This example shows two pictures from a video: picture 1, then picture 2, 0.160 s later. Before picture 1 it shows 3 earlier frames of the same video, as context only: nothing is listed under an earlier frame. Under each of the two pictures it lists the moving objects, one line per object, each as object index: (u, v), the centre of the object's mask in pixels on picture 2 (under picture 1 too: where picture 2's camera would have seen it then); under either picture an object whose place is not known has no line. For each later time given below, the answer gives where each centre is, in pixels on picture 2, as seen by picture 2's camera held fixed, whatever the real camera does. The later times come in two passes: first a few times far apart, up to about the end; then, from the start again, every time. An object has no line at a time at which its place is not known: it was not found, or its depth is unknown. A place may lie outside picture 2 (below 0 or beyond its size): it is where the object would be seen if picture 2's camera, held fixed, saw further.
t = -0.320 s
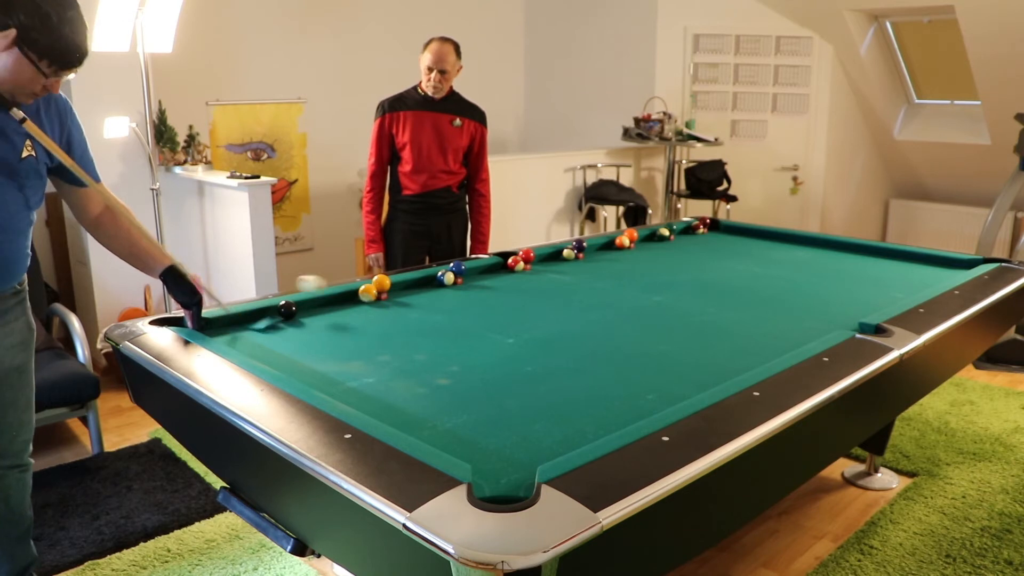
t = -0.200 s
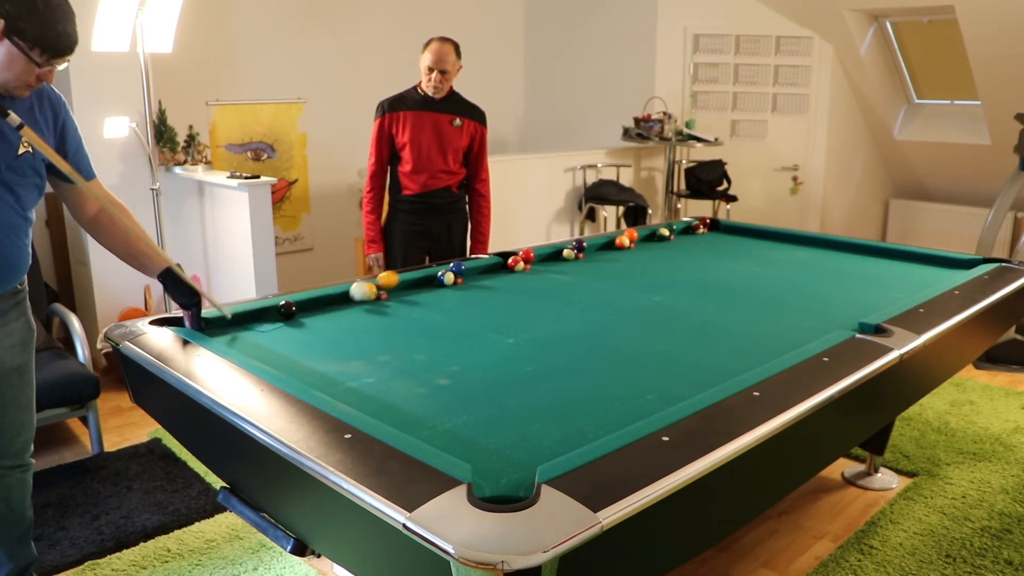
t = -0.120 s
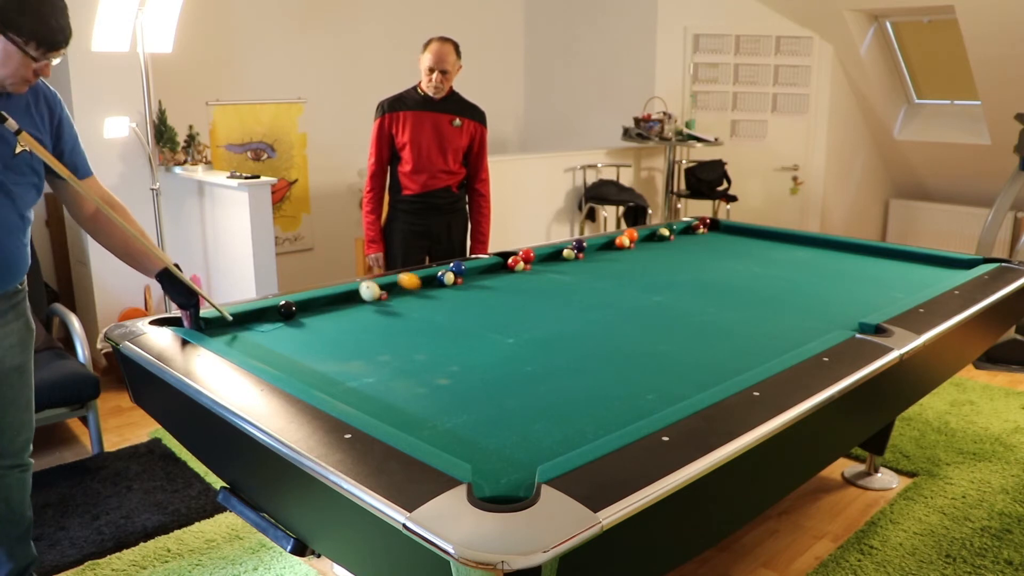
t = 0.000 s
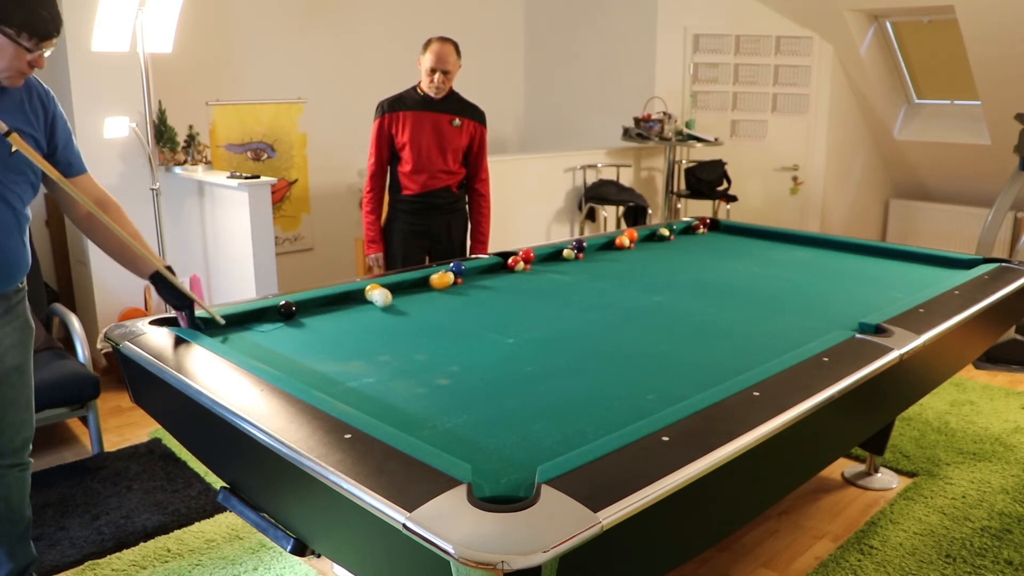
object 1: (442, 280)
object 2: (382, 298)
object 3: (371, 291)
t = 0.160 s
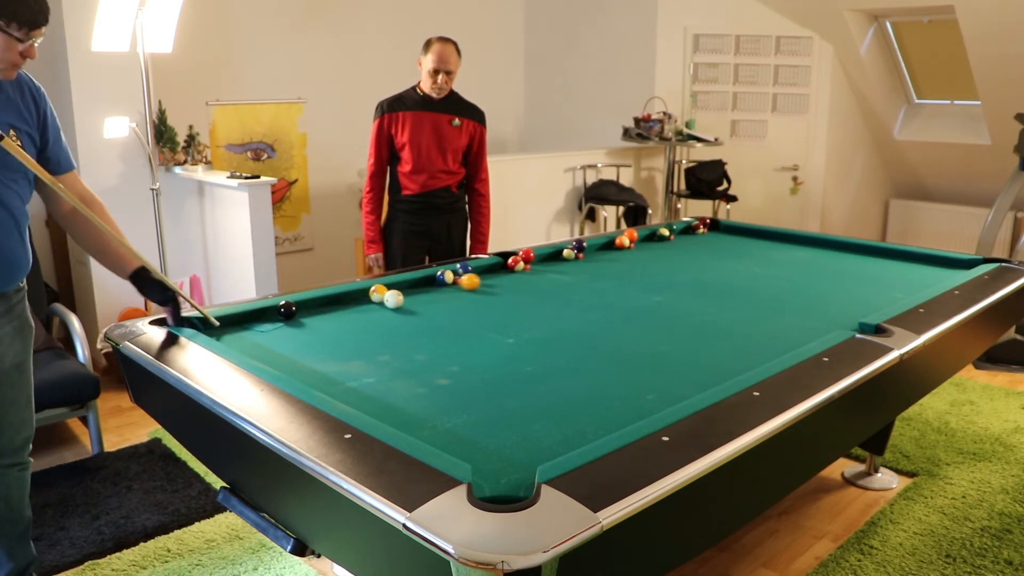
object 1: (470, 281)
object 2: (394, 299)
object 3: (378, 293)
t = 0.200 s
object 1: (477, 281)
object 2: (396, 299)
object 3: (379, 293)
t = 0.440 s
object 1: (520, 282)
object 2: (413, 300)
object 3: (386, 294)
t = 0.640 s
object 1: (554, 282)
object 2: (425, 300)
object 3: (390, 295)
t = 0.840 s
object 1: (588, 283)
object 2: (437, 301)
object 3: (393, 295)
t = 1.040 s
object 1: (620, 283)
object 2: (447, 301)
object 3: (395, 296)
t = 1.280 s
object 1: (658, 283)
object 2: (458, 302)
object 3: (396, 297)
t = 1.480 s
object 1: (687, 284)
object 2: (466, 302)
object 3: (396, 297)
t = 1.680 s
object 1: (716, 285)
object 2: (473, 303)
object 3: (396, 297)
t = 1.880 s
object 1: (744, 286)
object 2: (480, 303)
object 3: (396, 297)
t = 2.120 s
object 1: (775, 286)
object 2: (486, 303)
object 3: (396, 296)
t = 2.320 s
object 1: (801, 286)
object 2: (490, 304)
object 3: (396, 296)
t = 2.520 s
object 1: (825, 288)
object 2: (493, 304)
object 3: (396, 296)
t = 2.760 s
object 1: (852, 288)
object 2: (495, 304)
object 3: (396, 296)
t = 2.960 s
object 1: (874, 289)
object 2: (496, 304)
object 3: (396, 296)
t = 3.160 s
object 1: (895, 290)
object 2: (495, 304)
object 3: (396, 296)
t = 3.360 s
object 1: (915, 288)
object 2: (495, 304)
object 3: (396, 296)
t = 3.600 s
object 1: (914, 287)
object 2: (495, 304)
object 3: (396, 296)
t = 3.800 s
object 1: (909, 286)
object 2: (495, 304)
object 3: (396, 296)
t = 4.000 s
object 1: (905, 284)
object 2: (495, 304)
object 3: (396, 296)
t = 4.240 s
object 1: (900, 282)
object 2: (495, 304)
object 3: (396, 297)
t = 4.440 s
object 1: (897, 281)
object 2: (495, 304)
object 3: (396, 297)
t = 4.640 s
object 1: (895, 280)
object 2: (495, 304)
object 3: (396, 297)
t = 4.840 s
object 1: (893, 279)
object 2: (495, 304)
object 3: (396, 297)
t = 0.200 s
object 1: (477, 281)
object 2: (396, 299)
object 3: (379, 293)
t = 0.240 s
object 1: (484, 281)
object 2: (399, 299)
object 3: (381, 294)
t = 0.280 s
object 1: (491, 282)
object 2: (402, 299)
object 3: (382, 294)
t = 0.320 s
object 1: (498, 282)
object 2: (405, 299)
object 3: (383, 294)
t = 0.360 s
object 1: (506, 282)
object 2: (407, 300)
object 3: (384, 294)
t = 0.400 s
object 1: (513, 282)
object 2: (410, 300)
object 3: (385, 294)
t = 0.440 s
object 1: (520, 282)
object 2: (413, 300)
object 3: (386, 294)
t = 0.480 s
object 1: (526, 282)
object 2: (415, 300)
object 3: (387, 294)
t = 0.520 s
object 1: (533, 282)
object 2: (418, 300)
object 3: (387, 295)
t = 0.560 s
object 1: (540, 282)
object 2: (420, 300)
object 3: (388, 295)
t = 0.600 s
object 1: (547, 282)
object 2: (423, 300)
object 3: (389, 295)
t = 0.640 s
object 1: (554, 282)
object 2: (425, 300)
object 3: (390, 295)
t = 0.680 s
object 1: (561, 282)
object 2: (428, 300)
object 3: (390, 295)
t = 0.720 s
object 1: (567, 283)
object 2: (430, 300)
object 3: (391, 295)
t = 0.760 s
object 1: (574, 283)
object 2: (432, 301)
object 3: (392, 295)
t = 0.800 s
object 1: (581, 283)
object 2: (435, 301)
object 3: (392, 295)
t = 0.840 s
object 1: (588, 283)
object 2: (437, 301)
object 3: (393, 295)
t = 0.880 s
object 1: (594, 283)
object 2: (439, 301)
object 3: (393, 296)
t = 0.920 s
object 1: (601, 283)
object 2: (441, 301)
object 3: (394, 296)
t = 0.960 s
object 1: (607, 283)
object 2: (443, 301)
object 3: (394, 296)
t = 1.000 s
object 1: (614, 283)
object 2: (445, 301)
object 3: (394, 296)
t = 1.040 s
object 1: (620, 283)
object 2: (447, 301)
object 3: (395, 296)
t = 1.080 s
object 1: (627, 283)
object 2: (449, 301)
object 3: (395, 296)
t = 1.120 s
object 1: (633, 283)
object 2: (451, 301)
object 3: (396, 296)
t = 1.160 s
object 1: (639, 283)
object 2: (453, 301)
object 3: (396, 296)
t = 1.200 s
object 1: (645, 283)
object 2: (455, 302)
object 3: (396, 296)
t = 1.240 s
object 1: (651, 284)
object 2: (457, 302)
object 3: (396, 296)
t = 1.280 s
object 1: (658, 283)
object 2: (458, 302)
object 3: (396, 297)
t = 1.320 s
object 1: (663, 284)
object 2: (460, 302)
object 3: (396, 296)
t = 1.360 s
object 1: (669, 284)
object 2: (462, 302)
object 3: (396, 297)
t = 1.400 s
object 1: (676, 284)
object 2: (463, 302)
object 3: (396, 297)
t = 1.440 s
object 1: (682, 284)
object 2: (465, 302)
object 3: (396, 297)
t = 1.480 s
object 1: (687, 284)
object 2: (466, 302)
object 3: (396, 297)
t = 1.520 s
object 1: (693, 284)
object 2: (468, 302)
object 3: (396, 297)
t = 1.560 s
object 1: (699, 285)
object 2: (469, 303)
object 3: (396, 297)
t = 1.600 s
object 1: (705, 284)
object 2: (471, 303)
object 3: (396, 297)
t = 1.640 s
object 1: (711, 285)
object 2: (472, 303)
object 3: (396, 297)
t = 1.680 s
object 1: (716, 285)
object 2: (473, 303)
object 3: (396, 297)
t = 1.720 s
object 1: (722, 285)
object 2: (475, 303)
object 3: (396, 297)
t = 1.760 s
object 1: (728, 285)
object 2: (476, 303)
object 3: (396, 297)
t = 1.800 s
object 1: (733, 285)
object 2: (477, 303)
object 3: (396, 297)
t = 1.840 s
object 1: (739, 285)
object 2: (478, 303)
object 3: (396, 297)
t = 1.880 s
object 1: (744, 286)
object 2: (480, 303)
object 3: (396, 297)
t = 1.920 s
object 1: (749, 286)
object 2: (481, 303)
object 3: (396, 297)
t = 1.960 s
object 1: (754, 286)
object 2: (482, 303)
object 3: (396, 297)
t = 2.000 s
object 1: (760, 286)
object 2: (483, 303)
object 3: (396, 297)
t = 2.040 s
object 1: (765, 286)
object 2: (484, 303)
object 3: (396, 296)
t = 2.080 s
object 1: (770, 286)
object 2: (485, 303)
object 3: (396, 296)
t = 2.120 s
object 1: (775, 286)
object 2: (486, 303)
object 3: (396, 296)
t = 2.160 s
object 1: (781, 286)
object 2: (486, 303)
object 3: (396, 296)
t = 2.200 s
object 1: (786, 287)
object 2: (487, 304)
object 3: (396, 296)
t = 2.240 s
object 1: (791, 286)
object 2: (488, 304)
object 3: (396, 296)
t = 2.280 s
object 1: (796, 287)
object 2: (489, 304)
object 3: (396, 296)
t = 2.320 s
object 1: (801, 286)
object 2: (490, 304)
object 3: (396, 296)
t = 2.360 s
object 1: (806, 287)
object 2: (490, 304)
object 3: (396, 296)
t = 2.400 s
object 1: (810, 287)
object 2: (491, 304)
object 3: (396, 296)
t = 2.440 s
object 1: (815, 287)
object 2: (492, 304)
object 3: (396, 296)
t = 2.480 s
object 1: (820, 287)
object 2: (492, 304)
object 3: (396, 296)
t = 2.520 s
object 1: (825, 288)
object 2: (493, 304)
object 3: (396, 296)
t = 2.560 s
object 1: (829, 288)
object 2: (493, 304)
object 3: (396, 296)
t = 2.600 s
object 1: (834, 288)
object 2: (494, 304)
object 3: (396, 296)
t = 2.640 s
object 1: (839, 288)
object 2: (494, 304)
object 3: (396, 296)
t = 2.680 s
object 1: (844, 288)
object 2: (494, 304)
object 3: (396, 296)
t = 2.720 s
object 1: (848, 288)
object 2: (495, 304)
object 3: (396, 296)
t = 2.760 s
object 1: (852, 288)
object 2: (495, 304)
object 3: (396, 296)
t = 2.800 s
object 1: (857, 289)
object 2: (495, 304)
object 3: (396, 296)
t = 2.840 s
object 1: (861, 289)
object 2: (495, 304)
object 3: (396, 296)
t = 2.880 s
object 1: (866, 289)
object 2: (496, 304)
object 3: (396, 296)
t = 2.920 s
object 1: (870, 289)
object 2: (496, 304)
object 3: (396, 296)
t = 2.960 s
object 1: (874, 289)
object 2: (496, 304)
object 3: (396, 296)
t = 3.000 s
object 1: (879, 289)
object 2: (496, 304)
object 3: (396, 296)
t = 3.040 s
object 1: (883, 289)
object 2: (495, 304)
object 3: (396, 296)
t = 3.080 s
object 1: (887, 289)
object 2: (495, 304)
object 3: (396, 296)
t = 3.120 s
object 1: (891, 289)
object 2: (495, 304)
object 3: (396, 296)
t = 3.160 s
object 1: (895, 290)
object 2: (495, 304)
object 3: (396, 296)
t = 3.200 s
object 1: (900, 290)
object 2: (495, 304)
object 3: (396, 296)
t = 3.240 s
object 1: (904, 290)
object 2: (495, 304)
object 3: (396, 296)
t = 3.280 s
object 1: (907, 290)
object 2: (495, 304)
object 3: (396, 296)
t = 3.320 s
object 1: (911, 289)
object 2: (495, 304)
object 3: (396, 296)
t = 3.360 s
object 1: (915, 288)
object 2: (495, 304)
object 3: (396, 296)
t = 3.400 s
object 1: (918, 288)
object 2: (495, 304)
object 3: (396, 296)
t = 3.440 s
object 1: (918, 288)
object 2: (495, 304)
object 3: (396, 296)
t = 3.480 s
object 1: (917, 288)
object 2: (495, 304)
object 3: (396, 296)
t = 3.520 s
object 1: (916, 288)
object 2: (495, 304)
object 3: (396, 296)
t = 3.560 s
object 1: (915, 287)
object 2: (495, 304)
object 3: (396, 296)
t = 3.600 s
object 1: (914, 287)
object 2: (495, 304)
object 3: (396, 296)
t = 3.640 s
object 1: (913, 287)
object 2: (495, 304)
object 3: (396, 296)
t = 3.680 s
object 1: (912, 287)
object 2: (495, 304)
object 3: (396, 296)
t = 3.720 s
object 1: (911, 287)
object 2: (495, 304)
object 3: (396, 296)
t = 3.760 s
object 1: (910, 286)
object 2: (495, 304)
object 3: (396, 296)
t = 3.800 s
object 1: (909, 286)
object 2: (495, 304)
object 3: (396, 296)
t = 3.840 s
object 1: (908, 285)
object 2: (495, 304)
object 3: (396, 296)
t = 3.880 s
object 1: (907, 285)
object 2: (495, 304)
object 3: (396, 296)
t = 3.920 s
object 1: (906, 284)
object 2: (495, 304)
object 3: (396, 296)
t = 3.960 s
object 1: (906, 284)
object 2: (495, 304)
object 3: (396, 296)
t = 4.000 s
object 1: (905, 284)
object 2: (495, 304)
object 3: (396, 296)
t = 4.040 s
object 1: (904, 284)
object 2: (495, 304)
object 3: (396, 296)
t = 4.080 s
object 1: (903, 283)
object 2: (495, 304)
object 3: (396, 297)
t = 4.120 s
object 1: (902, 283)
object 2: (495, 304)
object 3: (396, 297)
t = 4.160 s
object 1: (901, 283)
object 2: (495, 304)
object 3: (396, 297)
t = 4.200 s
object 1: (901, 282)
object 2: (495, 304)
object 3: (396, 297)
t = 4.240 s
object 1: (900, 282)
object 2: (495, 304)
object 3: (396, 297)
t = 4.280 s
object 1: (899, 282)
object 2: (495, 304)
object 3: (396, 297)
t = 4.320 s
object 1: (899, 281)
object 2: (495, 304)
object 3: (396, 297)
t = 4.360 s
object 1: (898, 281)
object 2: (495, 304)
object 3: (396, 297)
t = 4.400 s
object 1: (898, 281)
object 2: (495, 304)
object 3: (396, 297)
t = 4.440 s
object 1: (897, 281)
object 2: (495, 304)
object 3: (396, 297)
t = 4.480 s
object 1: (897, 281)
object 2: (495, 304)
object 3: (396, 297)
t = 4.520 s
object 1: (896, 281)
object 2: (495, 304)
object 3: (396, 297)
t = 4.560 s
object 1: (896, 280)
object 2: (495, 304)
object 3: (396, 297)
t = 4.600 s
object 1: (895, 280)
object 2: (495, 304)
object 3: (396, 297)
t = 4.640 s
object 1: (895, 280)
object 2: (495, 304)
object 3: (396, 297)
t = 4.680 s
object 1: (894, 280)
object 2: (495, 304)
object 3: (396, 297)
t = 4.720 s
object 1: (894, 279)
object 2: (495, 304)
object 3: (396, 297)
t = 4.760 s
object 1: (893, 279)
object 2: (495, 304)
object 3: (396, 297)
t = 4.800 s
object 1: (893, 279)
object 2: (495, 304)
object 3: (396, 297)
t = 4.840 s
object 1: (893, 279)
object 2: (495, 304)
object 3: (396, 297)
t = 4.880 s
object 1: (892, 279)
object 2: (495, 304)
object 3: (396, 297)
